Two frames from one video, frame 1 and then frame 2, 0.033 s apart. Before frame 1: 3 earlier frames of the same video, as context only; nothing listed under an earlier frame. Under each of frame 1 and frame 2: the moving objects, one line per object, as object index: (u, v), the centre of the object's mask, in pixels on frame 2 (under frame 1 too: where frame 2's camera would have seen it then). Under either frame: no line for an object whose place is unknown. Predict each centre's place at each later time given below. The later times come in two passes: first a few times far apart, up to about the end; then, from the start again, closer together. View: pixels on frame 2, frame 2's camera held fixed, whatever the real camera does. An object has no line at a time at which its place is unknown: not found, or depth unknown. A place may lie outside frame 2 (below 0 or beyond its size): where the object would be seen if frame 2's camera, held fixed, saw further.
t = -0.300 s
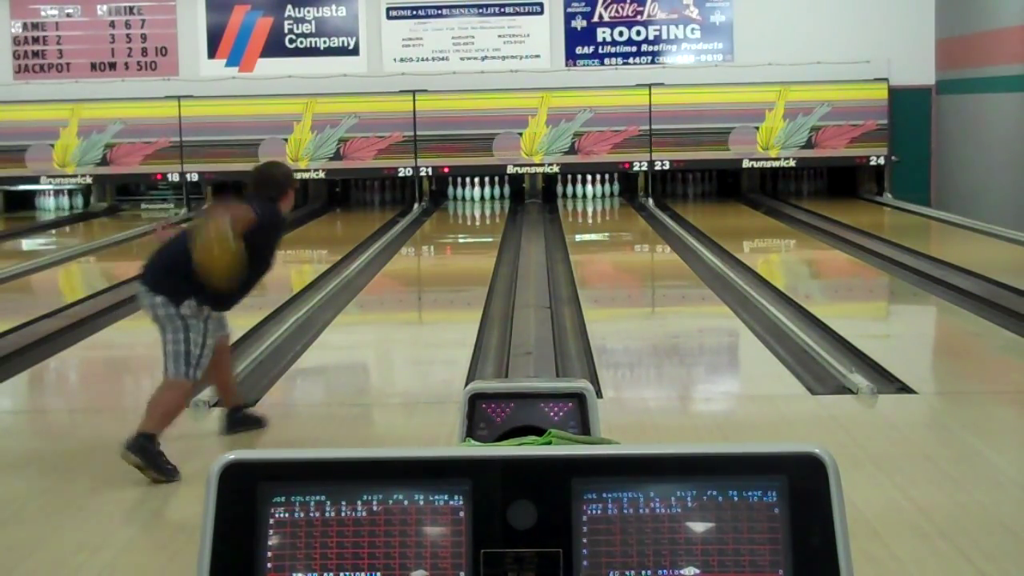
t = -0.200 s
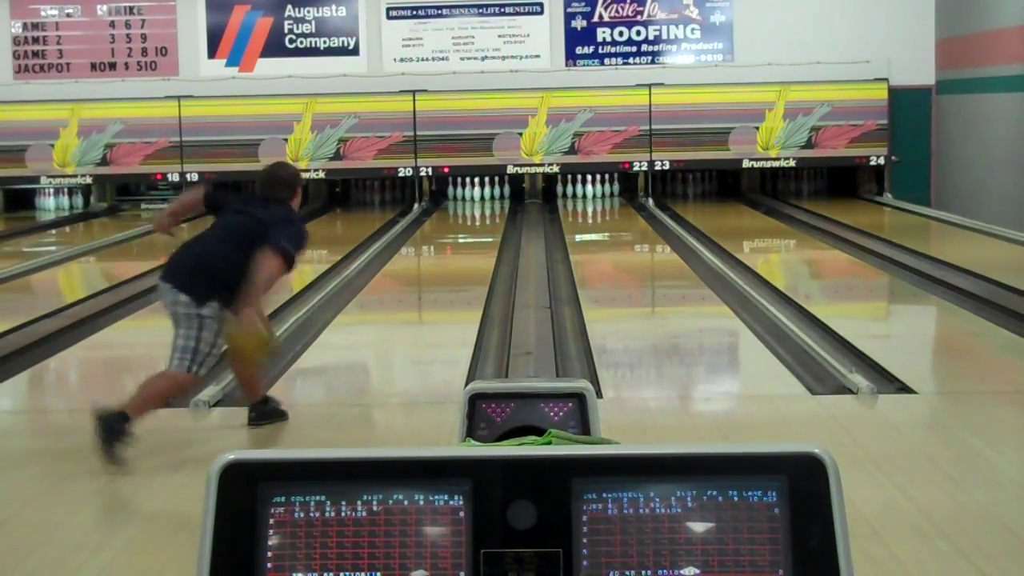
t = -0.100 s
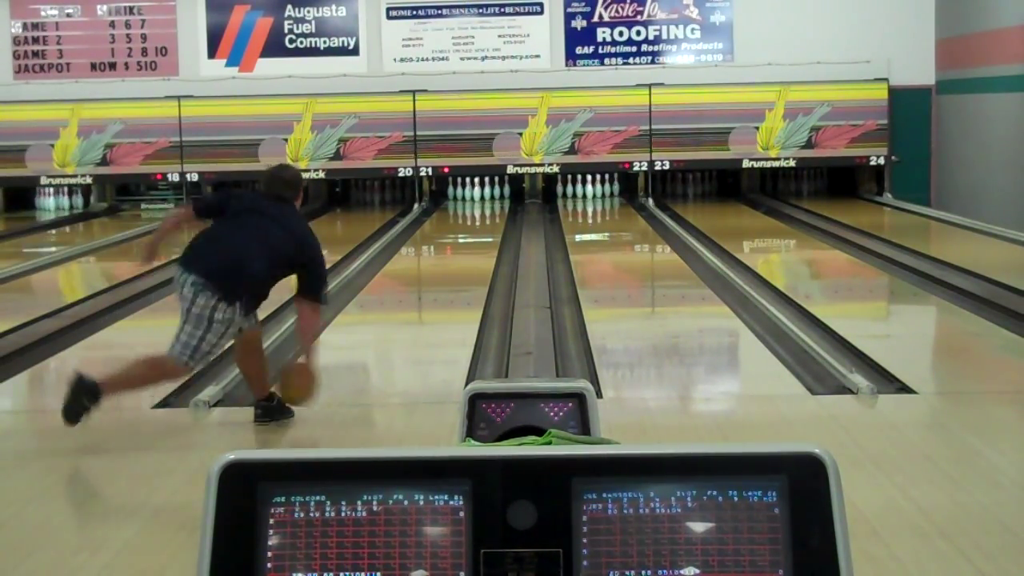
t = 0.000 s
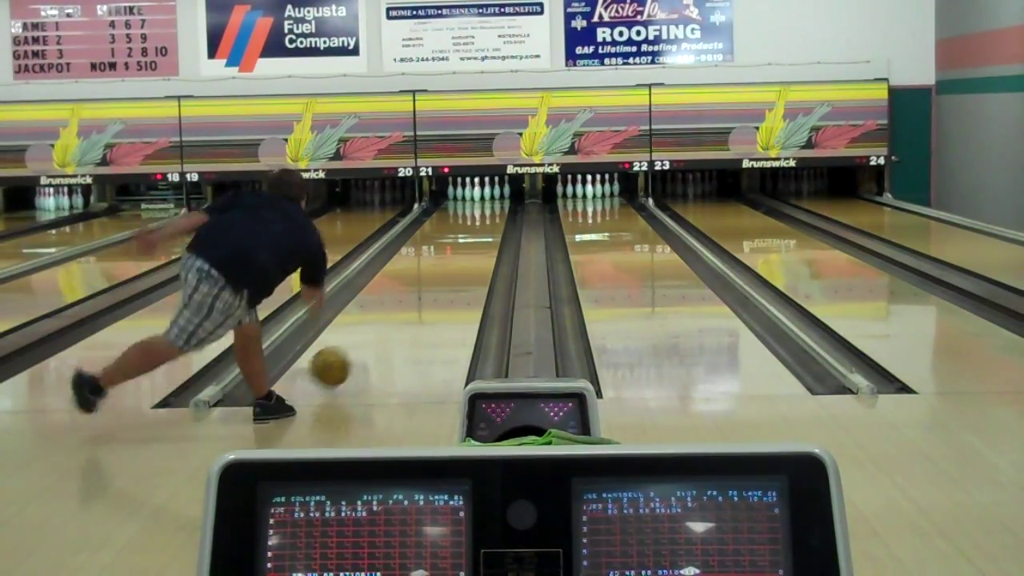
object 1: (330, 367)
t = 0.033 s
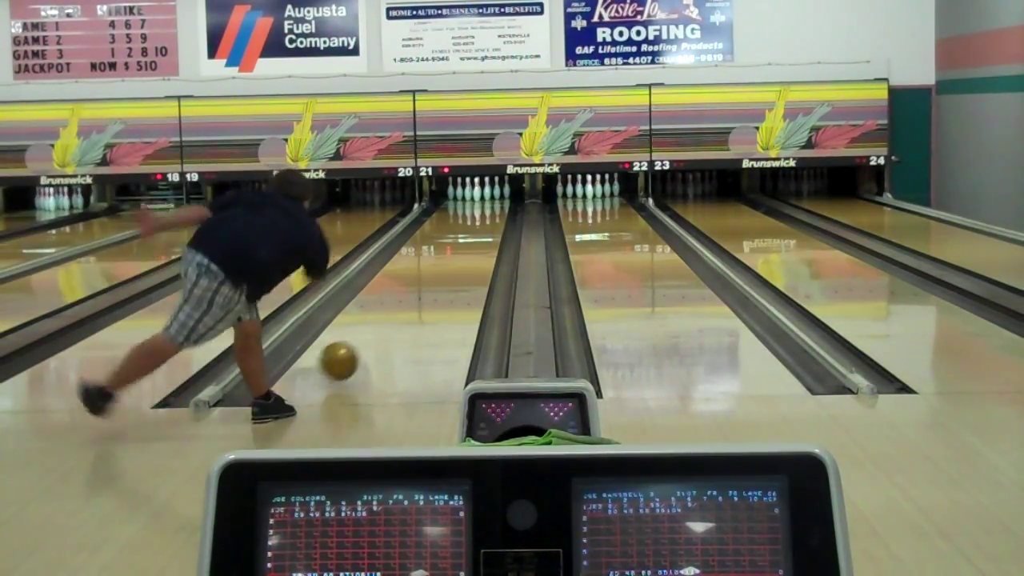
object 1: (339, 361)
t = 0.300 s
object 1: (393, 314)
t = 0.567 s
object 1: (428, 281)
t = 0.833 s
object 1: (452, 257)
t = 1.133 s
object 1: (470, 237)
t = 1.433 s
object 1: (481, 221)
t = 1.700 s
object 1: (485, 212)
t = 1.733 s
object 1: (486, 210)
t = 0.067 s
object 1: (347, 357)
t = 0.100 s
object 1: (355, 351)
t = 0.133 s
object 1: (362, 344)
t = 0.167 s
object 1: (369, 338)
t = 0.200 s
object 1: (376, 331)
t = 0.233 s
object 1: (382, 325)
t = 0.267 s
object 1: (387, 320)
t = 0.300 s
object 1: (393, 314)
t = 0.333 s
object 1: (398, 309)
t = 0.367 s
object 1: (403, 304)
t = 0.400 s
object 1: (408, 300)
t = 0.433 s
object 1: (412, 295)
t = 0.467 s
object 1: (416, 292)
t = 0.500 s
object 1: (420, 288)
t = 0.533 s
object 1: (424, 284)
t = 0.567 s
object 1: (428, 281)
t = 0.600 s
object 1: (431, 277)
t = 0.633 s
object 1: (435, 274)
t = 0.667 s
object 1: (438, 271)
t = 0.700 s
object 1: (441, 268)
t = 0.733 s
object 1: (444, 265)
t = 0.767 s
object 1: (447, 263)
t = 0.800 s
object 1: (450, 260)
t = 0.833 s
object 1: (452, 257)
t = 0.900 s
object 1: (457, 253)
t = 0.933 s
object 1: (459, 250)
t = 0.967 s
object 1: (461, 248)
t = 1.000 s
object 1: (463, 245)
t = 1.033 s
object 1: (465, 243)
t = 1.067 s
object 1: (467, 242)
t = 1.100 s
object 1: (469, 240)
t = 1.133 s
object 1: (470, 237)
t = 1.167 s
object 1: (472, 236)
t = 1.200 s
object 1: (474, 233)
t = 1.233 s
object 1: (475, 231)
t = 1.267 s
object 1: (477, 229)
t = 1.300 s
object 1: (477, 227)
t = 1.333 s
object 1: (479, 226)
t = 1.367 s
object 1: (480, 225)
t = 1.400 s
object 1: (481, 222)
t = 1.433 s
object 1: (481, 221)
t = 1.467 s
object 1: (482, 220)
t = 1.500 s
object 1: (483, 218)
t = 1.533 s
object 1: (483, 217)
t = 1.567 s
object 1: (484, 215)
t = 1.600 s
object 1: (484, 215)
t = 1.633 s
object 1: (485, 214)
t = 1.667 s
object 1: (485, 213)
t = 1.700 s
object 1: (485, 212)
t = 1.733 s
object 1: (486, 210)
